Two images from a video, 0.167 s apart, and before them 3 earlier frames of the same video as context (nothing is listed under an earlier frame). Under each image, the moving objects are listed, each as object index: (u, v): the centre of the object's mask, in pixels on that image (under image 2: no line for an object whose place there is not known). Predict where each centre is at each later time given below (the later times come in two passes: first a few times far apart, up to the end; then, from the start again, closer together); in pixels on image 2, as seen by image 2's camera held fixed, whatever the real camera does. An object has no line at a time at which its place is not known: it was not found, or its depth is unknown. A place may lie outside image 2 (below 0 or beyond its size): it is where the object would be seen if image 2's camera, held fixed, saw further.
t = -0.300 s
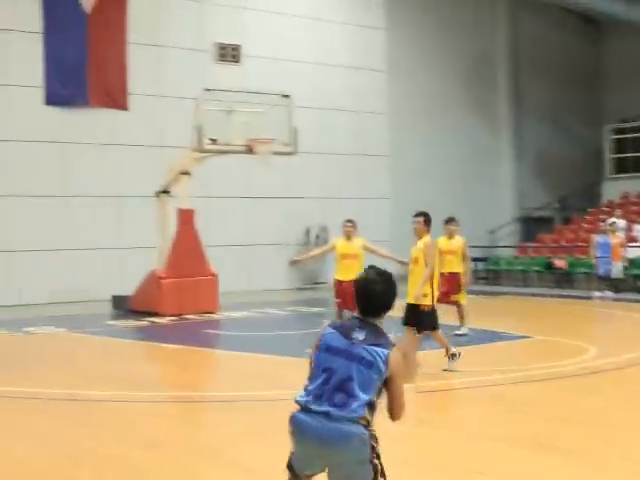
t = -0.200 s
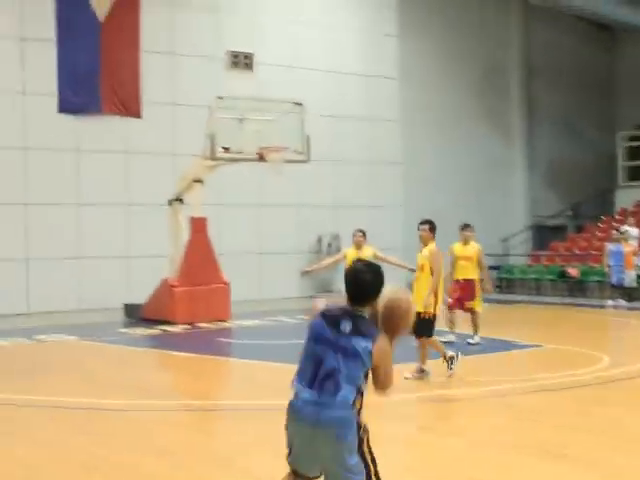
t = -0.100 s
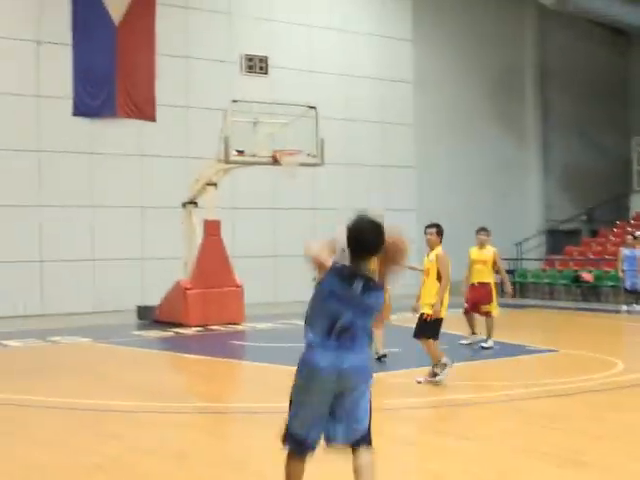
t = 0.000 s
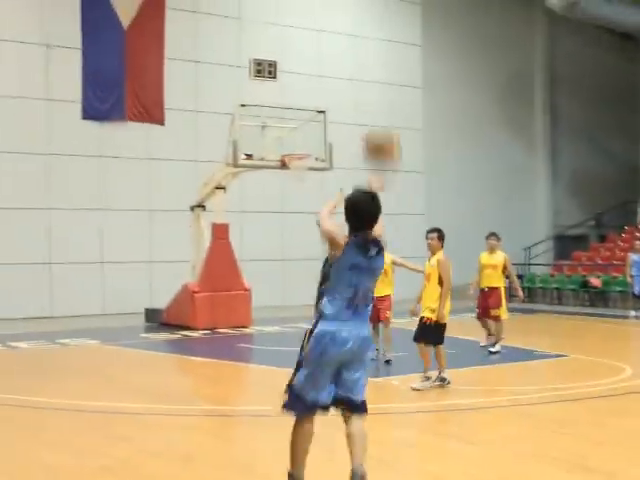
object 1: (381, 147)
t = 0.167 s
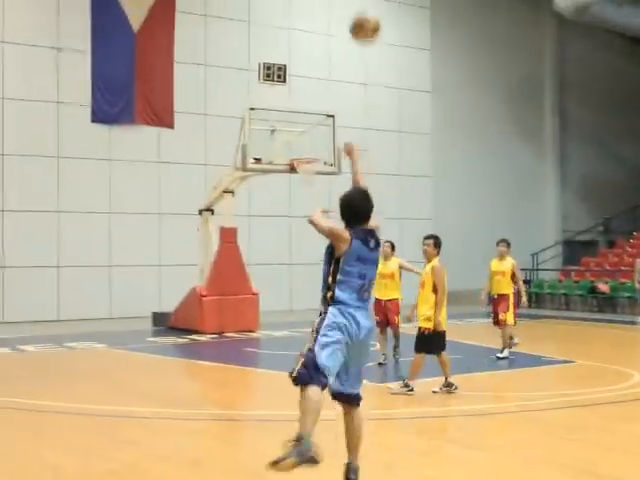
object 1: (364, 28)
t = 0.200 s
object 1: (361, 12)
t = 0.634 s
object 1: (330, -23)
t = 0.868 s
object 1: (320, 20)
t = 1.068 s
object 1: (314, 76)
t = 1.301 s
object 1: (307, 157)
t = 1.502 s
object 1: (335, 149)
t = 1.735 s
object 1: (366, 161)
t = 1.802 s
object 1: (375, 171)
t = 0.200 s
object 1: (361, 12)
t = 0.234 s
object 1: (356, 5)
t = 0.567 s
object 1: (333, -29)
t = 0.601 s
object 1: (331, -26)
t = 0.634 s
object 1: (330, -23)
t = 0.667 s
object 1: (329, -19)
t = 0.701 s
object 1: (327, -14)
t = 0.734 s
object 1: (325, -9)
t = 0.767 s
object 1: (324, -2)
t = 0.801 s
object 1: (323, 5)
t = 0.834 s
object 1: (322, 12)
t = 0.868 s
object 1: (320, 20)
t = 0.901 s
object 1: (320, 27)
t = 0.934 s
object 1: (318, 36)
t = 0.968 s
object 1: (317, 46)
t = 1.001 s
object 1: (316, 56)
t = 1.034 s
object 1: (315, 66)
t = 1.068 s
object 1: (314, 76)
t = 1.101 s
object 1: (313, 87)
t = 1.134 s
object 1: (312, 97)
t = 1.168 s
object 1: (311, 107)
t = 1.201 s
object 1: (310, 119)
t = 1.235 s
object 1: (309, 131)
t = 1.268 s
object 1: (307, 144)
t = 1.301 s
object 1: (307, 157)
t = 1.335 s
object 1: (309, 158)
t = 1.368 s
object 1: (314, 154)
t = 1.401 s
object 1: (320, 152)
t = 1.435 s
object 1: (324, 150)
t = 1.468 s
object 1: (329, 149)
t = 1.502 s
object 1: (335, 149)
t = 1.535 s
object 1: (339, 148)
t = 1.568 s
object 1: (343, 149)
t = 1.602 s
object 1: (347, 149)
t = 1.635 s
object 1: (352, 151)
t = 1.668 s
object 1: (357, 154)
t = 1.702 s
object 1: (362, 157)
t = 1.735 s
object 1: (366, 161)
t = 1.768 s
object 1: (370, 165)
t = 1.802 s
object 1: (375, 171)
